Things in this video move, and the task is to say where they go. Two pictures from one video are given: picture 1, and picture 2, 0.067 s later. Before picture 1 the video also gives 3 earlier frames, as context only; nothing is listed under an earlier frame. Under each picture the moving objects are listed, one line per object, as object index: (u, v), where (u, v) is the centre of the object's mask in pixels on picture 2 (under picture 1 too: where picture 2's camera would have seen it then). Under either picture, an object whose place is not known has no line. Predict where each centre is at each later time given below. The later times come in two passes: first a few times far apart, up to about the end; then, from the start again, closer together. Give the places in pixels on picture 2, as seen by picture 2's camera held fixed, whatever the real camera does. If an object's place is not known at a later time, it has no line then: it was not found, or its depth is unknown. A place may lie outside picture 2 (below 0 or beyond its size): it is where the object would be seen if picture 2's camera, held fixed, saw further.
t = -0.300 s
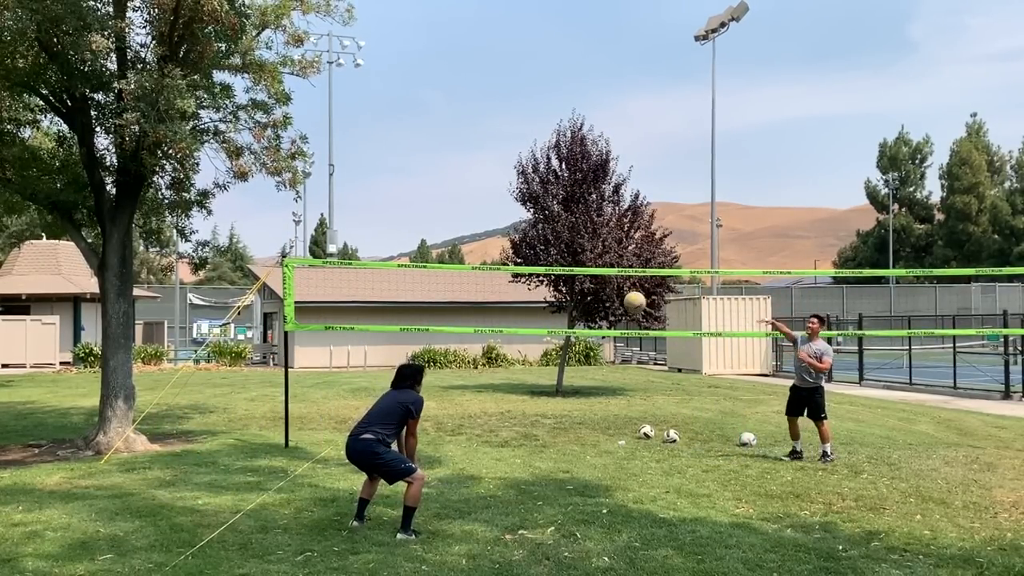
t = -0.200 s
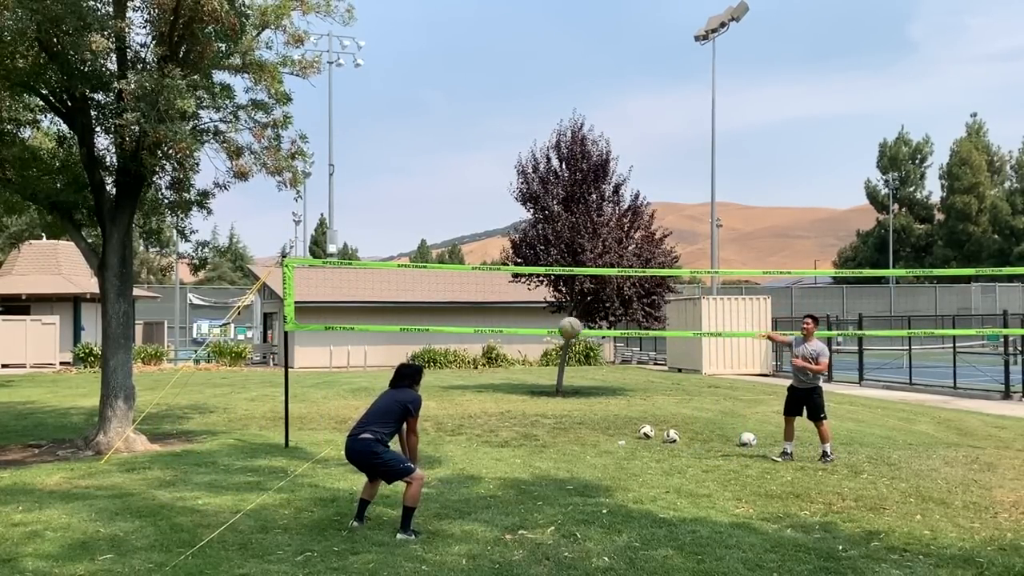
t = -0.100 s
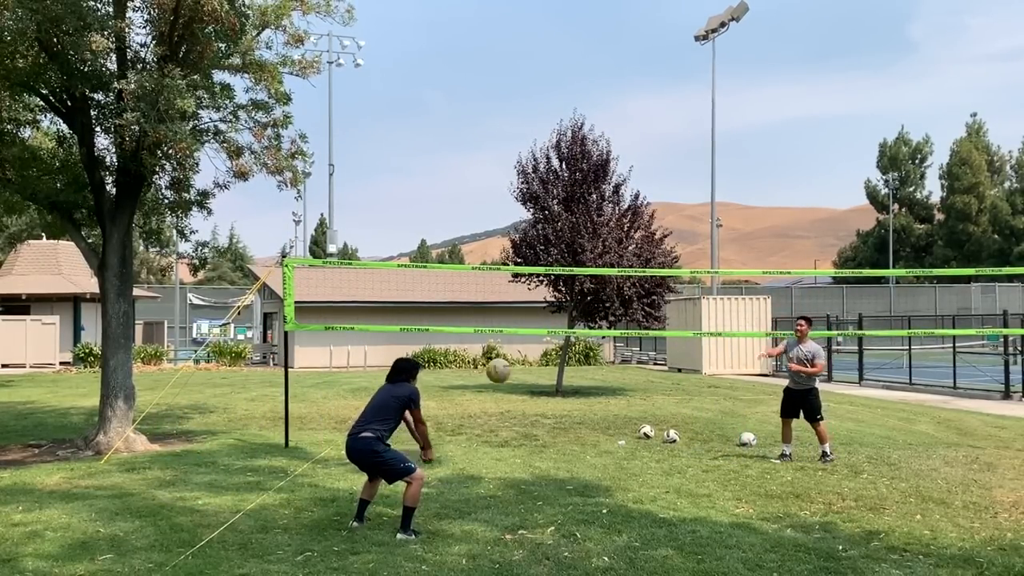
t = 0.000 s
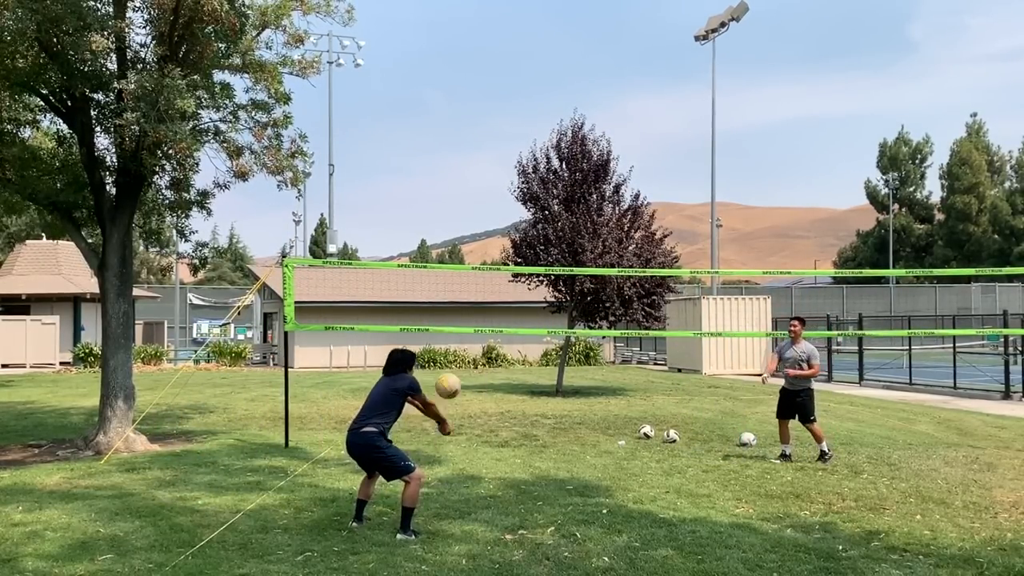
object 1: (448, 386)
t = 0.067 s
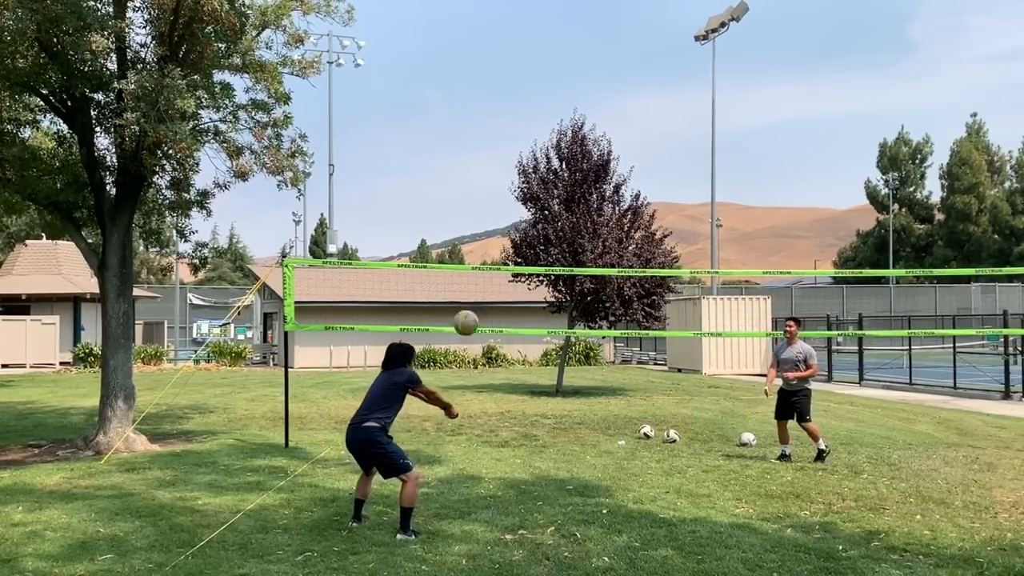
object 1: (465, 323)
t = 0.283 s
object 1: (517, 164)
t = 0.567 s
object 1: (575, 47)
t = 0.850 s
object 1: (626, 19)
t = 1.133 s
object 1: (673, 70)
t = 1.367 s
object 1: (709, 164)
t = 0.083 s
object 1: (470, 309)
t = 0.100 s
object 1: (474, 295)
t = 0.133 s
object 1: (482, 267)
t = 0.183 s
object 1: (494, 229)
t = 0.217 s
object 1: (502, 206)
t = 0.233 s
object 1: (506, 195)
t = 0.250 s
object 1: (509, 184)
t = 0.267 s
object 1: (513, 174)
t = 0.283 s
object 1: (517, 164)
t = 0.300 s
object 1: (520, 154)
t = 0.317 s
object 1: (524, 146)
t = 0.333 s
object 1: (528, 137)
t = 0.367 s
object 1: (535, 119)
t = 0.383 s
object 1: (539, 112)
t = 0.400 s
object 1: (542, 104)
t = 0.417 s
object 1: (545, 97)
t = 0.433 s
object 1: (549, 90)
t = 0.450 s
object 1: (552, 83)
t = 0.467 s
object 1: (555, 77)
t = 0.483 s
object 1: (558, 71)
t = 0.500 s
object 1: (562, 65)
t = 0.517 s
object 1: (565, 60)
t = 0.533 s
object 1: (568, 55)
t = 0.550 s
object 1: (571, 51)
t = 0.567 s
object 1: (575, 47)
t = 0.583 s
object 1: (578, 42)
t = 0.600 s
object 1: (581, 39)
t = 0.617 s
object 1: (584, 35)
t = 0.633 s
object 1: (588, 32)
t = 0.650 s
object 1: (591, 29)
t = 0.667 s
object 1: (594, 27)
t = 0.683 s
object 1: (597, 24)
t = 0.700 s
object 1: (600, 22)
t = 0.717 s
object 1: (603, 21)
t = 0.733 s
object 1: (606, 19)
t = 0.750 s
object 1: (609, 18)
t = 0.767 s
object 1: (612, 18)
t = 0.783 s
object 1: (614, 17)
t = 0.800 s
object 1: (617, 17)
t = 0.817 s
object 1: (620, 17)
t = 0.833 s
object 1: (623, 18)
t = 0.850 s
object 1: (626, 19)
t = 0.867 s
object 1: (629, 20)
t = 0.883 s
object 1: (632, 21)
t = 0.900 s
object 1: (635, 22)
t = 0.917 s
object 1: (637, 24)
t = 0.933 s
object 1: (640, 26)
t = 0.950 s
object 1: (643, 28)
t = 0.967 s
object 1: (646, 31)
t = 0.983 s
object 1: (648, 33)
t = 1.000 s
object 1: (651, 36)
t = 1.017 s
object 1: (654, 40)
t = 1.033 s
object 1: (657, 43)
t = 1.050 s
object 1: (659, 47)
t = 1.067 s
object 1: (662, 51)
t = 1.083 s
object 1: (665, 55)
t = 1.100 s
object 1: (667, 60)
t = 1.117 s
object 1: (670, 65)
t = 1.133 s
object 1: (673, 70)
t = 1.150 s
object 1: (675, 75)
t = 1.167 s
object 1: (678, 81)
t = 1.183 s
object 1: (680, 86)
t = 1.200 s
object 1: (683, 92)
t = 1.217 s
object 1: (686, 99)
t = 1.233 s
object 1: (688, 105)
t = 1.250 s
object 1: (691, 112)
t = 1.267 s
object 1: (693, 118)
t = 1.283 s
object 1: (696, 125)
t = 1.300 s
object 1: (698, 133)
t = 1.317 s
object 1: (701, 140)
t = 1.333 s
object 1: (704, 148)
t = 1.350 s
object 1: (706, 156)
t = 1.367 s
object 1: (709, 164)
